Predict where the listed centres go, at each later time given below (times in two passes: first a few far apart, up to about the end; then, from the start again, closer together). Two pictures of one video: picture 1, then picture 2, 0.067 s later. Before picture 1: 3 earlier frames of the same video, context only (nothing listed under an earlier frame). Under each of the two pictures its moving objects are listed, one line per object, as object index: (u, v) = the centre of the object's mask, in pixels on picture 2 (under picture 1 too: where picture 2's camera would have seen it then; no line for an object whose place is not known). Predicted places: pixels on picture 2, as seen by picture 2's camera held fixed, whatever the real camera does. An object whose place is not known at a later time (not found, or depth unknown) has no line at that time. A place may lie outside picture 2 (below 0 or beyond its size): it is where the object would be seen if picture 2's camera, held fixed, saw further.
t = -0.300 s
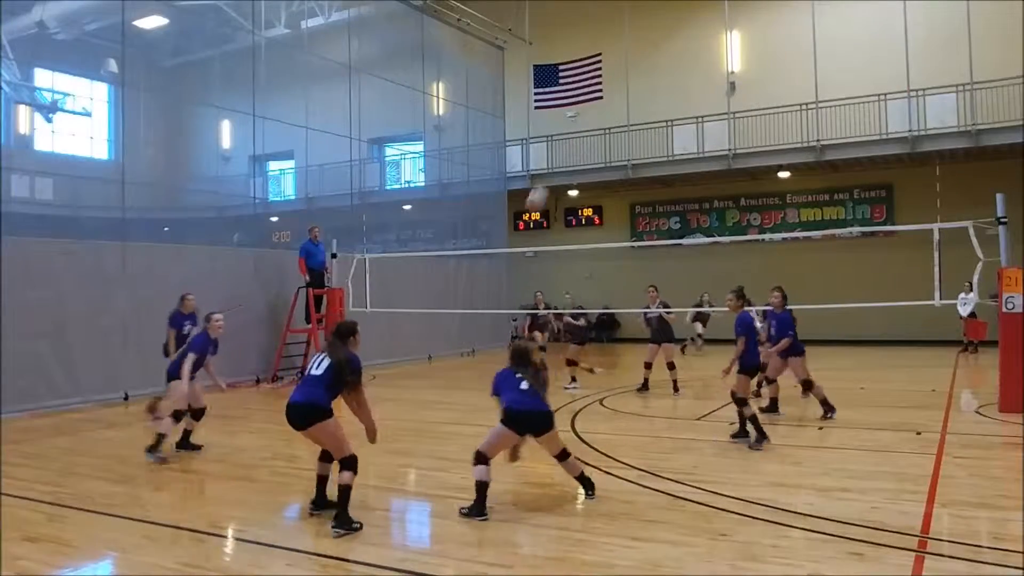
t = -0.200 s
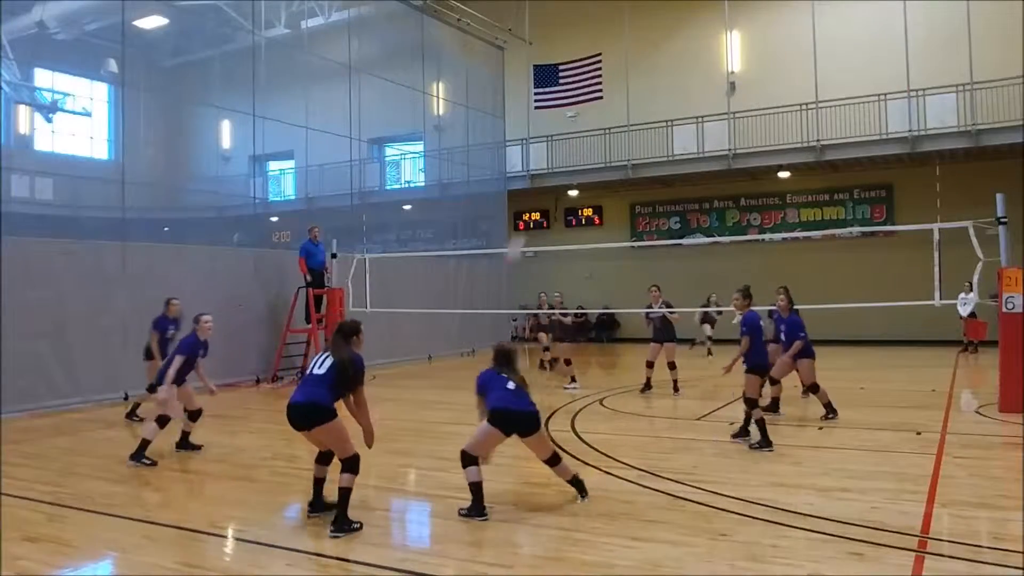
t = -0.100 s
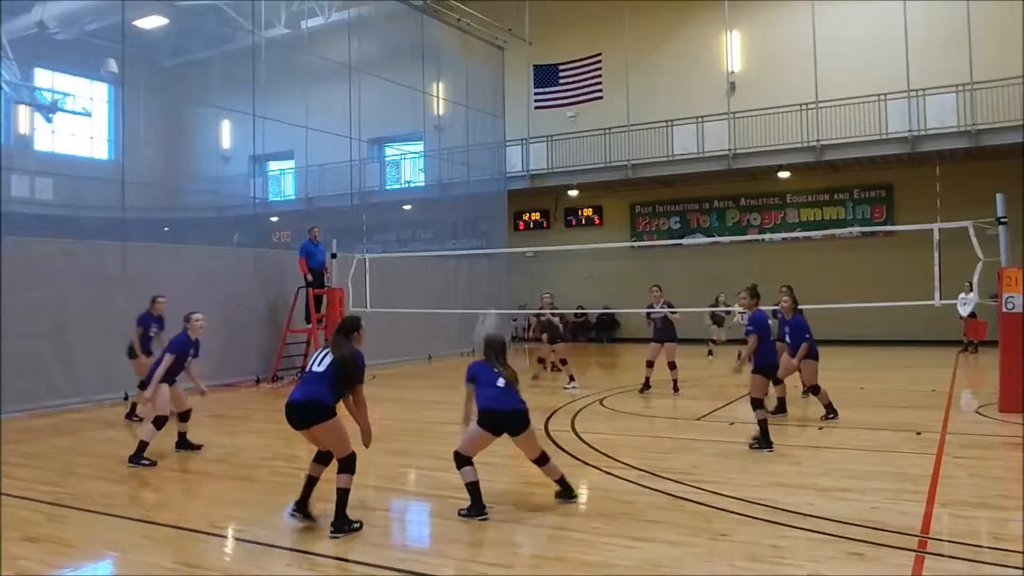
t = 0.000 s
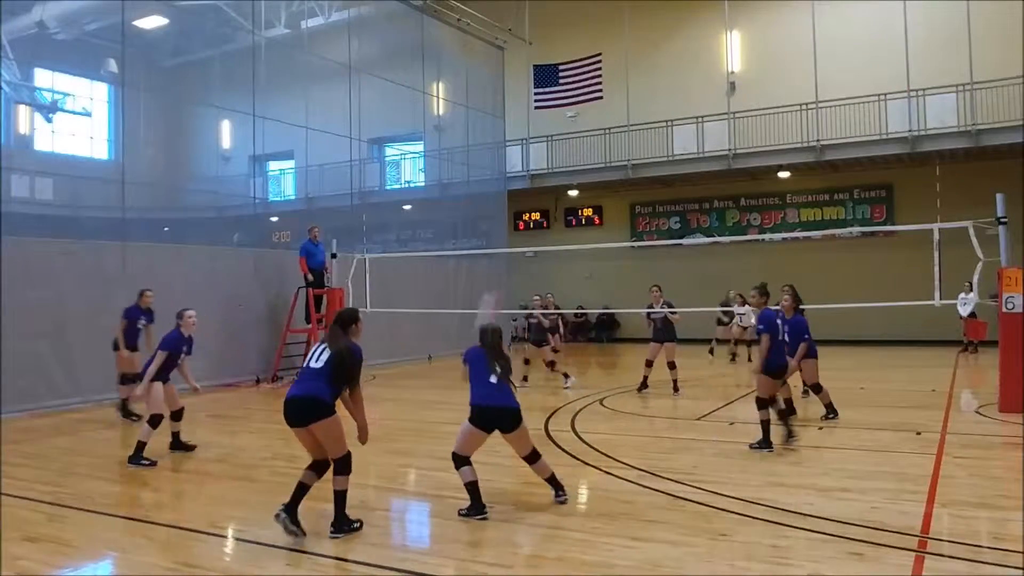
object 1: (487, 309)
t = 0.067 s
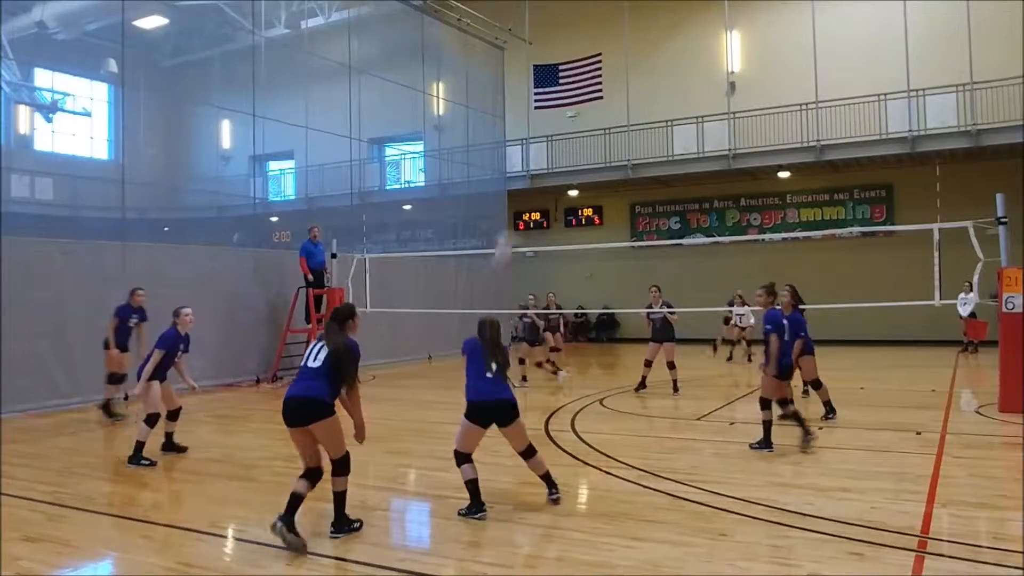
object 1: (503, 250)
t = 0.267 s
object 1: (552, 115)
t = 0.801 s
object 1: (636, 21)
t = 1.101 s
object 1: (677, 81)
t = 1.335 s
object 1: (705, 170)
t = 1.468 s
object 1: (717, 229)
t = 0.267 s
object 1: (552, 115)
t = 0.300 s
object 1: (555, 99)
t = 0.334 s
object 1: (562, 86)
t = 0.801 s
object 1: (636, 21)
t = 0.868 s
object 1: (644, 28)
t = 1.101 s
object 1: (677, 81)
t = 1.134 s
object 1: (680, 94)
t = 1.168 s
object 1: (685, 107)
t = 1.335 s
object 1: (705, 170)
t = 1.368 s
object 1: (708, 184)
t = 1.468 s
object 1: (717, 229)
